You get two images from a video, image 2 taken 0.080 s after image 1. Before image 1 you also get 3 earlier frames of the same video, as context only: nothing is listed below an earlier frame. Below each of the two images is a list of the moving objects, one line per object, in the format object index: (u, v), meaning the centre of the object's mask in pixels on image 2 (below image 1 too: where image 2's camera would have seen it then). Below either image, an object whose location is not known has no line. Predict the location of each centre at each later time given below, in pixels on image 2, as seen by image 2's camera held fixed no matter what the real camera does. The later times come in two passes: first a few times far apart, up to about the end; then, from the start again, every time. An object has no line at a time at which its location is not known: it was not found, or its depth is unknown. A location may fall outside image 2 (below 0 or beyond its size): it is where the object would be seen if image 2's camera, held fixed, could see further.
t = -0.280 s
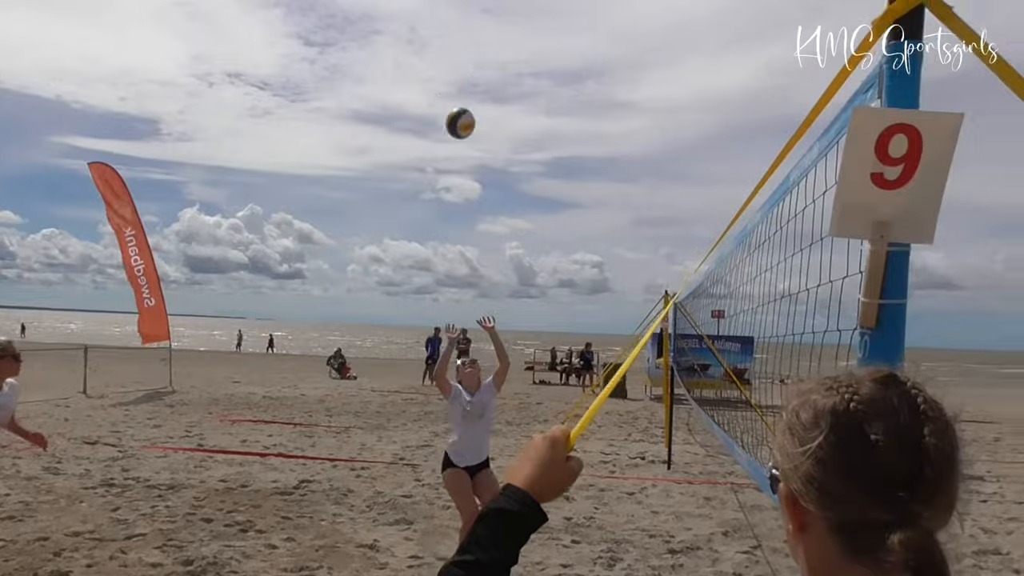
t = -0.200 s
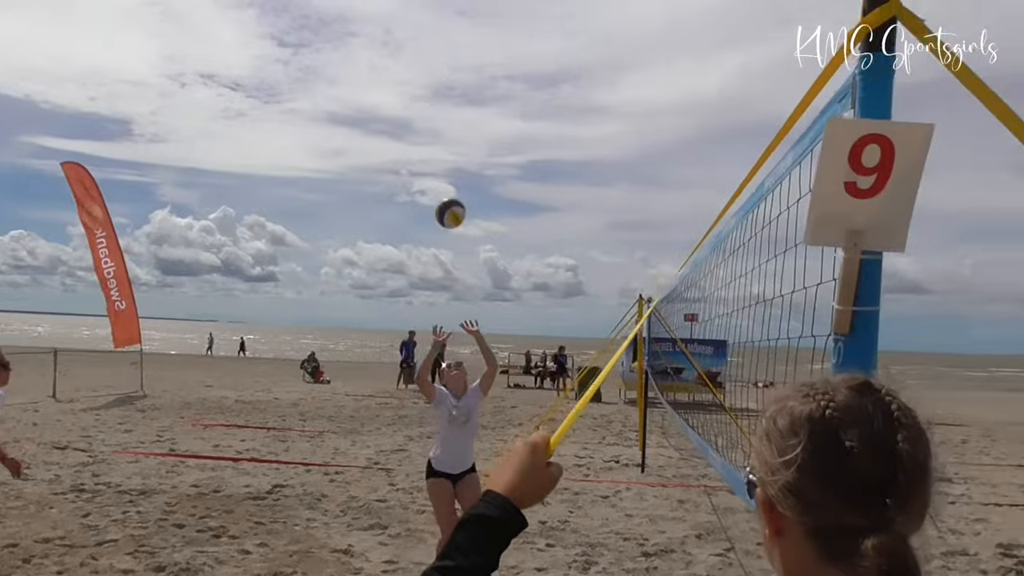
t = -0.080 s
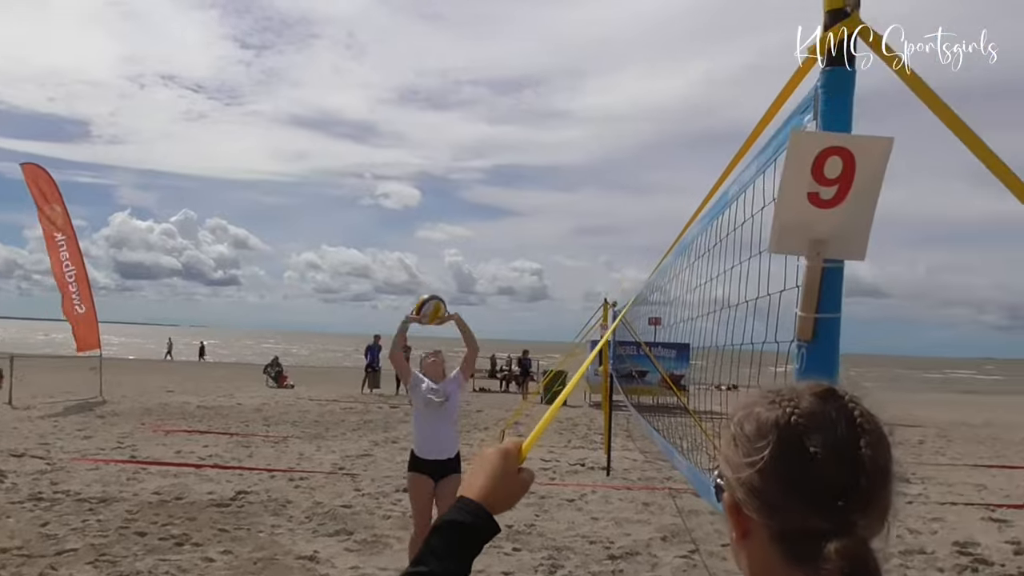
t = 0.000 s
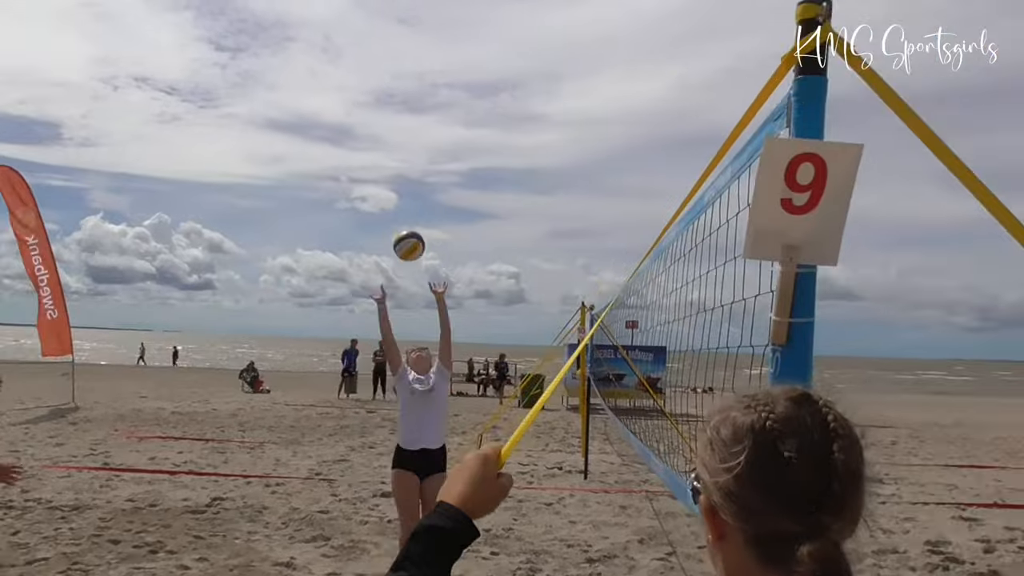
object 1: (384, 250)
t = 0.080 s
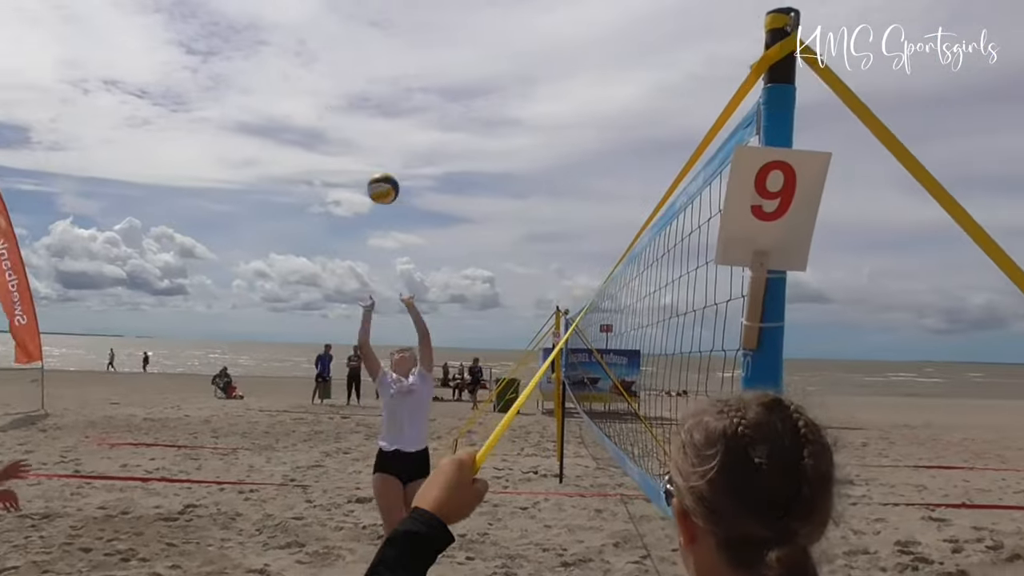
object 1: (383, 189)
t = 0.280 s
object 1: (375, 74)
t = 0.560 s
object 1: (358, 9)
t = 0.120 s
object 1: (382, 160)
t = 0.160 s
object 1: (381, 135)
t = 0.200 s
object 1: (380, 112)
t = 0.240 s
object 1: (378, 92)
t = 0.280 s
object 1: (375, 74)
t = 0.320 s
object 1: (373, 58)
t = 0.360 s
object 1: (372, 44)
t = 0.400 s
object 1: (370, 31)
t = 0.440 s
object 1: (366, 21)
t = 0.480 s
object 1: (363, 13)
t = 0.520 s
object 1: (361, 10)
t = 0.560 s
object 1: (358, 9)
